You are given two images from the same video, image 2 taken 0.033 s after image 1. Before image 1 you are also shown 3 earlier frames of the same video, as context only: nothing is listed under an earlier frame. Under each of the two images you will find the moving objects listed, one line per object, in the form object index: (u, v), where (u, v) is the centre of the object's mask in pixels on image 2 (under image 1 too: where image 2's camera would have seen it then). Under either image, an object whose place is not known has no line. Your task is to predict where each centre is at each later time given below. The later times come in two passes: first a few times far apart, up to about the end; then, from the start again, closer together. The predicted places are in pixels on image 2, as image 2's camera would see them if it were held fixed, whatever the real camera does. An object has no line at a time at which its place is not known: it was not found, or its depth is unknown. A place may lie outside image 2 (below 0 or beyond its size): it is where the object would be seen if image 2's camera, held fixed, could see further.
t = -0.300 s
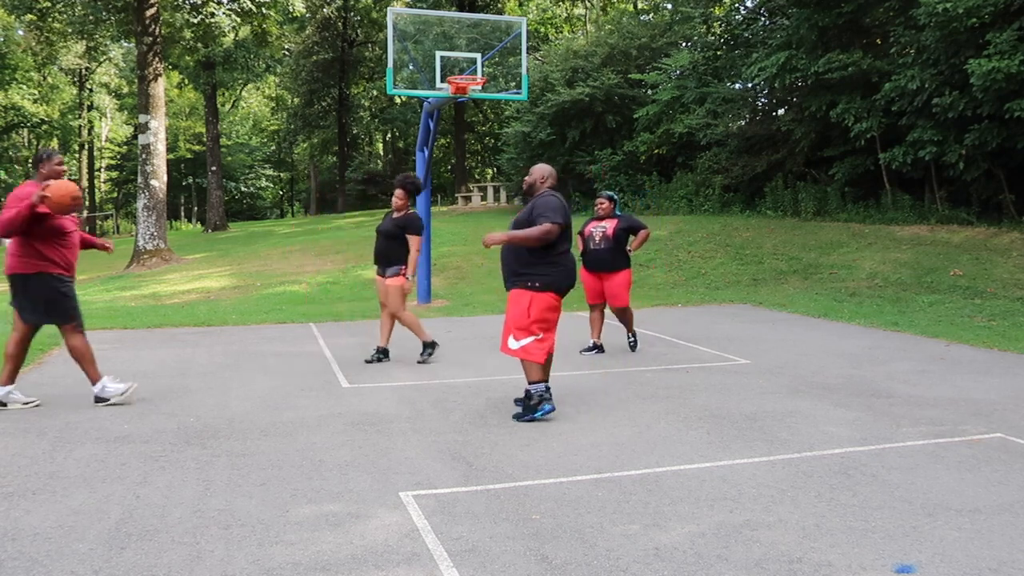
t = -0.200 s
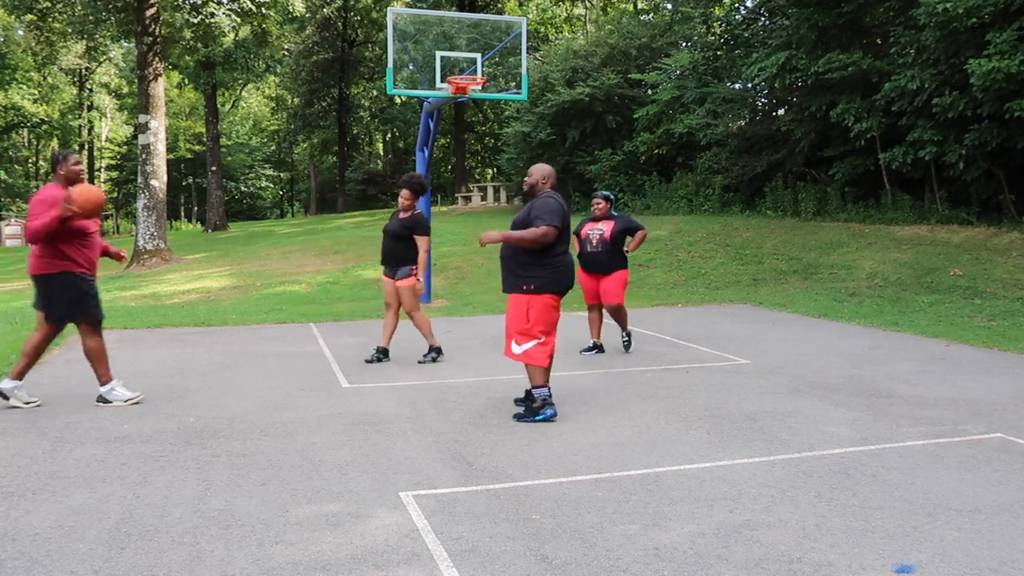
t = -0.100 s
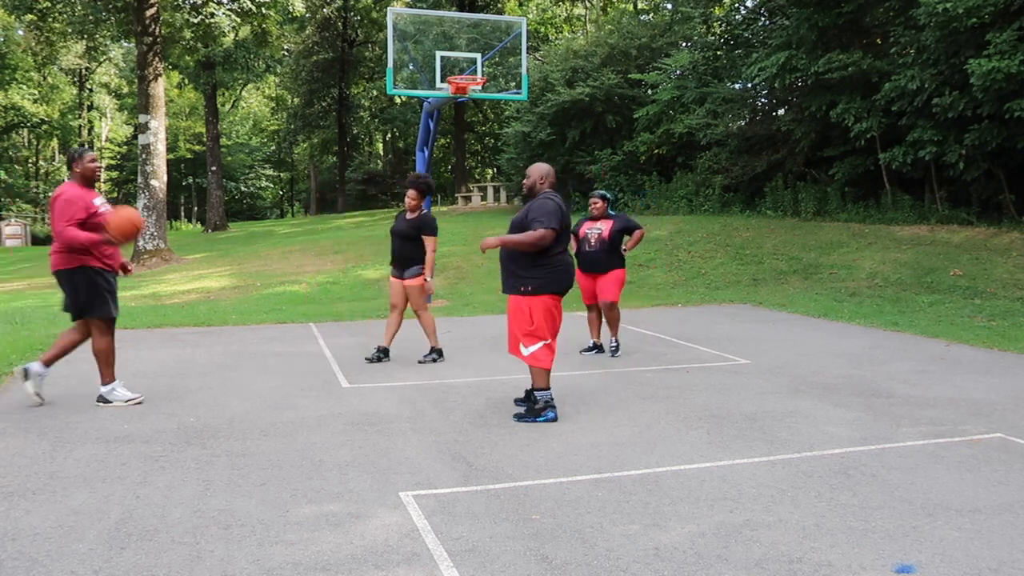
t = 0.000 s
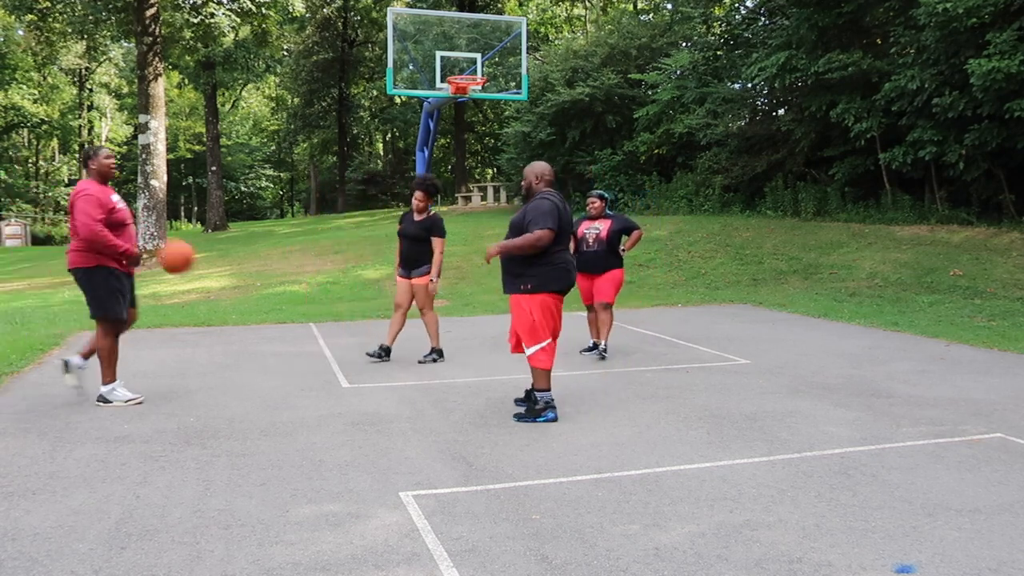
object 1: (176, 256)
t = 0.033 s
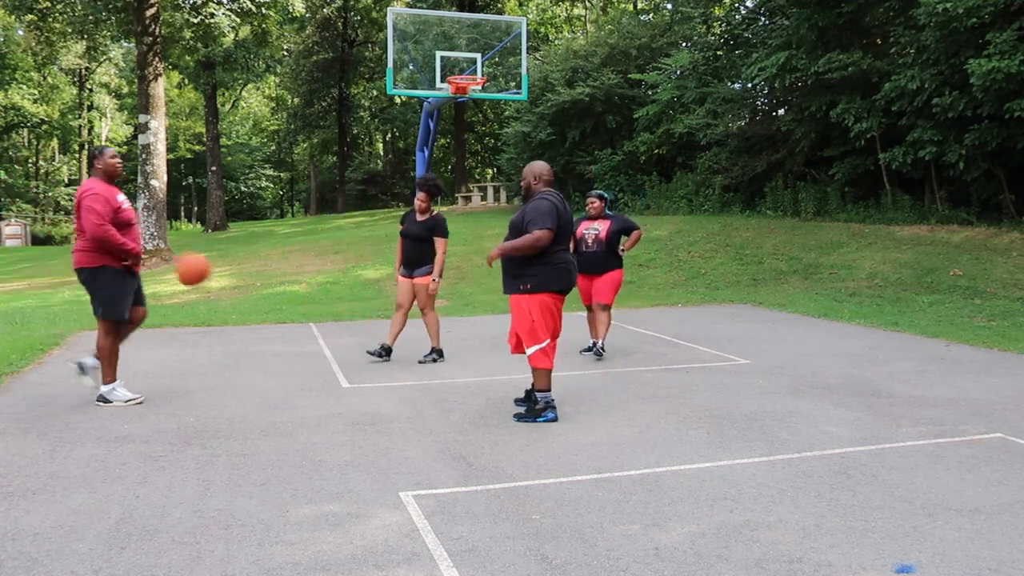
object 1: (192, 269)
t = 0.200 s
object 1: (271, 350)
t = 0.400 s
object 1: (326, 315)
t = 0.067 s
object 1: (209, 284)
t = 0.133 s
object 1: (240, 314)
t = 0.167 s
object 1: (256, 331)
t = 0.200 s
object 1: (271, 350)
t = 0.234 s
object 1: (285, 369)
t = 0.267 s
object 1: (298, 377)
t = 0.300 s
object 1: (304, 360)
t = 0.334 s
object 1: (311, 344)
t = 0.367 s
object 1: (318, 328)
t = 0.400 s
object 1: (326, 315)
